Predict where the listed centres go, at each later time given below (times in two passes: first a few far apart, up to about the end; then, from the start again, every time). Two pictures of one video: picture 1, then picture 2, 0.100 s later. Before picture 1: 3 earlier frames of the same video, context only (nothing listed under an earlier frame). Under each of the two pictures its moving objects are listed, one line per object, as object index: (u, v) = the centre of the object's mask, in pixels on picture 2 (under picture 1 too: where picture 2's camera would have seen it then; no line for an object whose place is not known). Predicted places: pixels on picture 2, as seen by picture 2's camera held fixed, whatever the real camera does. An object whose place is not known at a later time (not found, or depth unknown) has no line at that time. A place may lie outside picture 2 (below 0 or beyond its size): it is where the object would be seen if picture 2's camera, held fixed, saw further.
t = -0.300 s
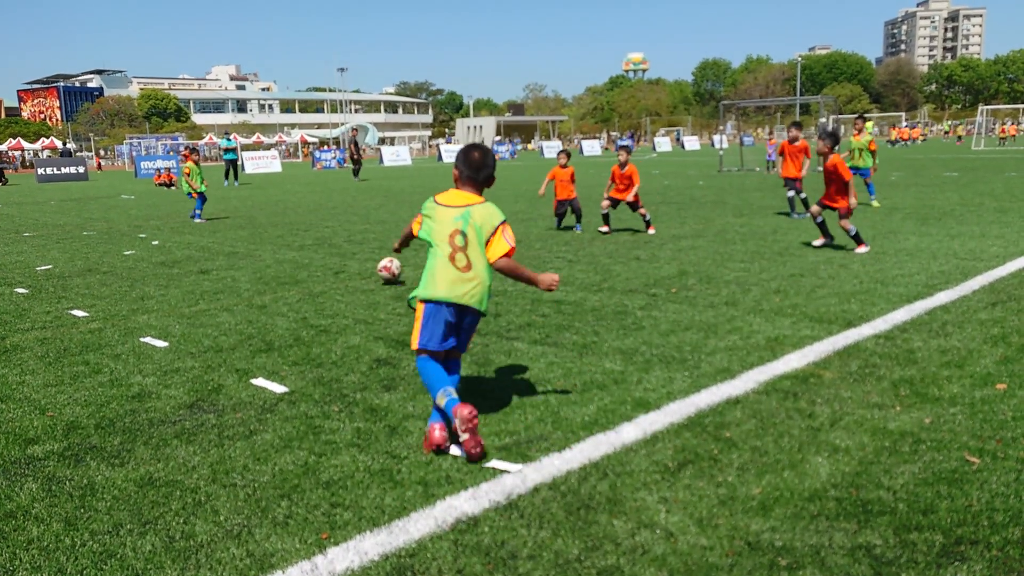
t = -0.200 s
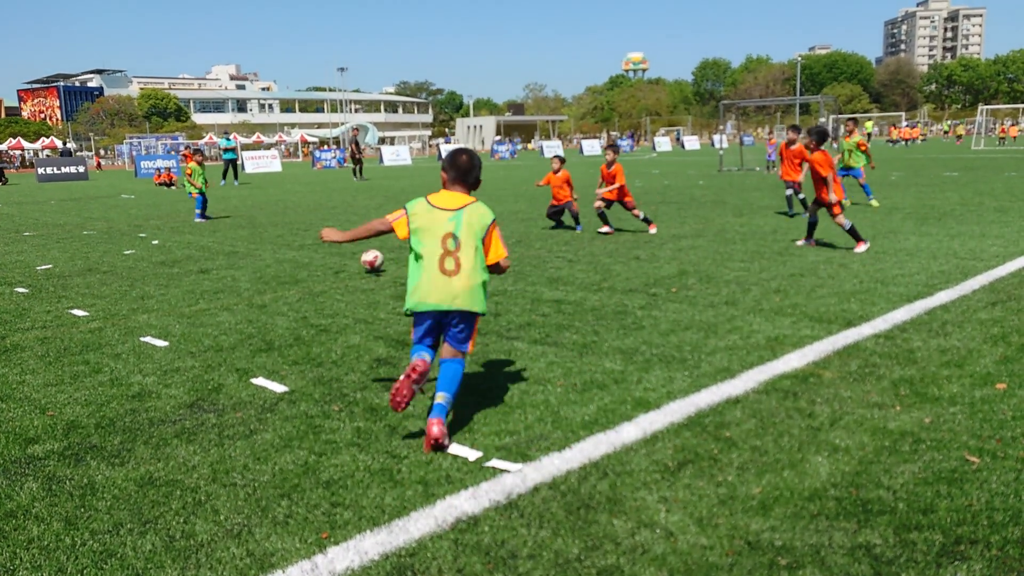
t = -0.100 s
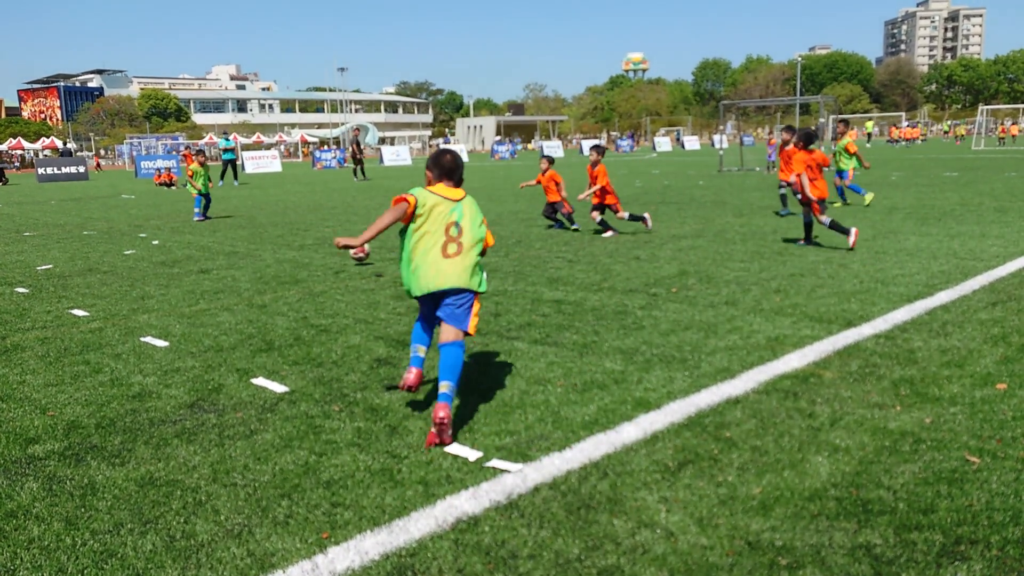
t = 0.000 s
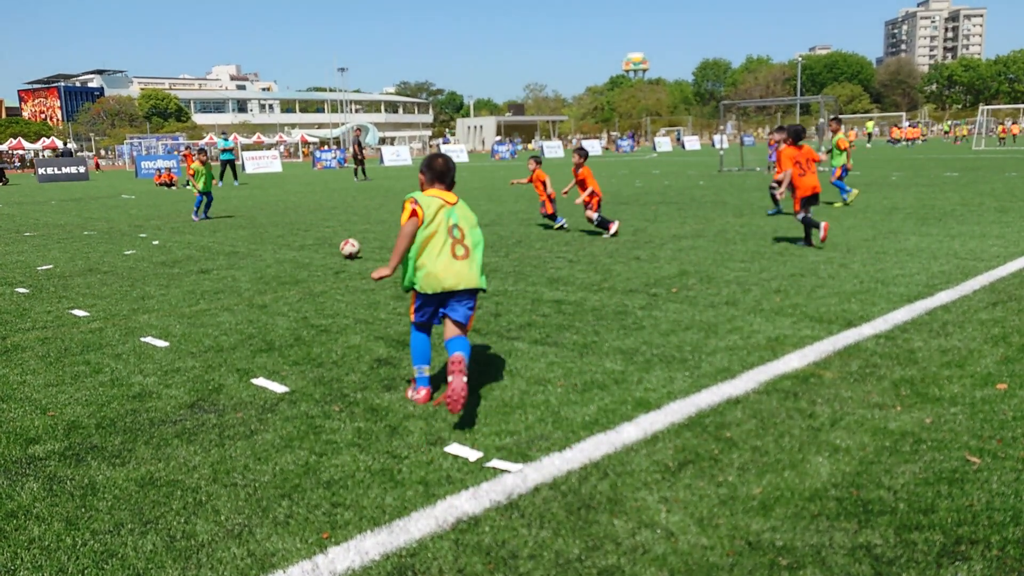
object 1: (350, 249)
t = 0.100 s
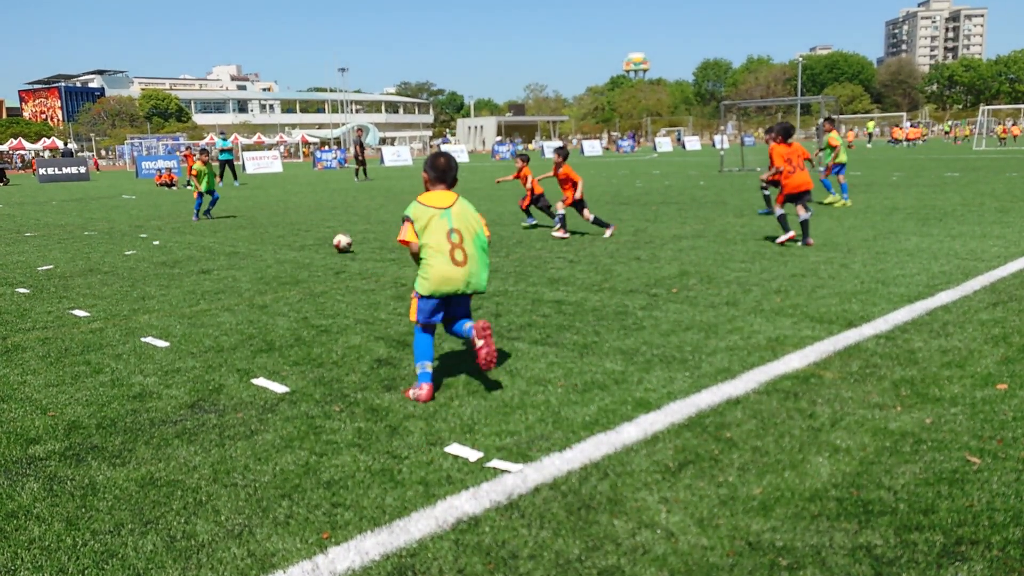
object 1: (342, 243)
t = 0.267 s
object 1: (331, 237)
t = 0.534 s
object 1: (317, 226)
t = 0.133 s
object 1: (340, 242)
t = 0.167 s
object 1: (338, 241)
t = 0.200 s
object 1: (336, 240)
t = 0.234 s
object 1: (333, 239)
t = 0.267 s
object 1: (331, 237)
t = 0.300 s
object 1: (329, 236)
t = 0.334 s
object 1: (327, 234)
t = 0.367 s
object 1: (326, 232)
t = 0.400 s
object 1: (324, 231)
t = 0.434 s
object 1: (322, 230)
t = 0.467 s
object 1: (321, 230)
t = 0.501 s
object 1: (319, 228)
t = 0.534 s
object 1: (317, 226)
